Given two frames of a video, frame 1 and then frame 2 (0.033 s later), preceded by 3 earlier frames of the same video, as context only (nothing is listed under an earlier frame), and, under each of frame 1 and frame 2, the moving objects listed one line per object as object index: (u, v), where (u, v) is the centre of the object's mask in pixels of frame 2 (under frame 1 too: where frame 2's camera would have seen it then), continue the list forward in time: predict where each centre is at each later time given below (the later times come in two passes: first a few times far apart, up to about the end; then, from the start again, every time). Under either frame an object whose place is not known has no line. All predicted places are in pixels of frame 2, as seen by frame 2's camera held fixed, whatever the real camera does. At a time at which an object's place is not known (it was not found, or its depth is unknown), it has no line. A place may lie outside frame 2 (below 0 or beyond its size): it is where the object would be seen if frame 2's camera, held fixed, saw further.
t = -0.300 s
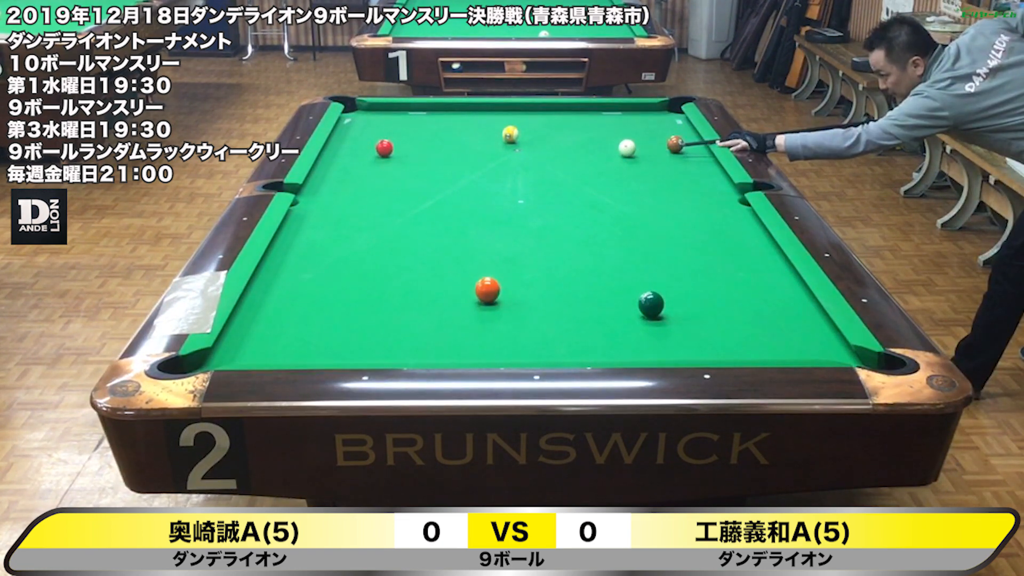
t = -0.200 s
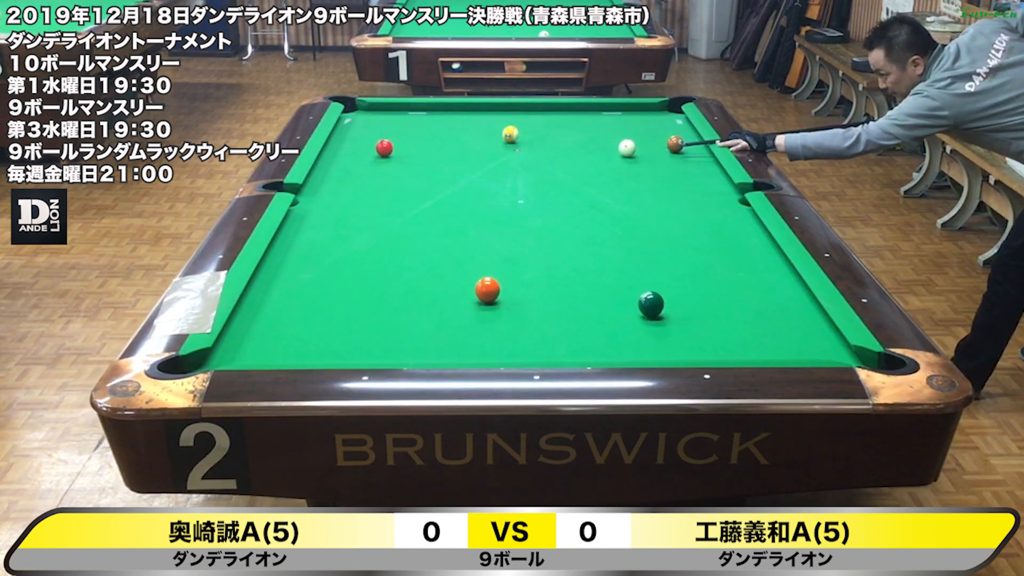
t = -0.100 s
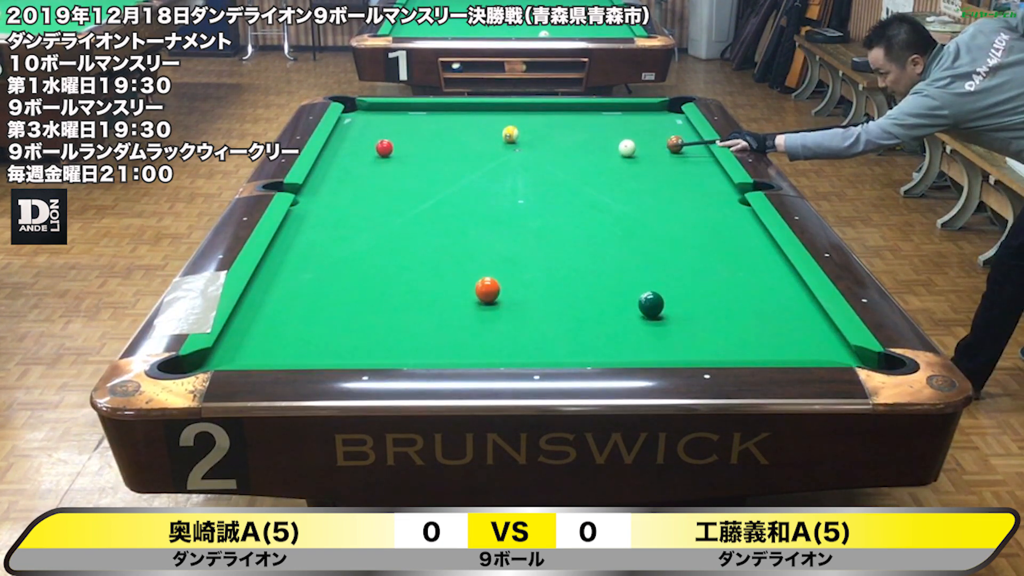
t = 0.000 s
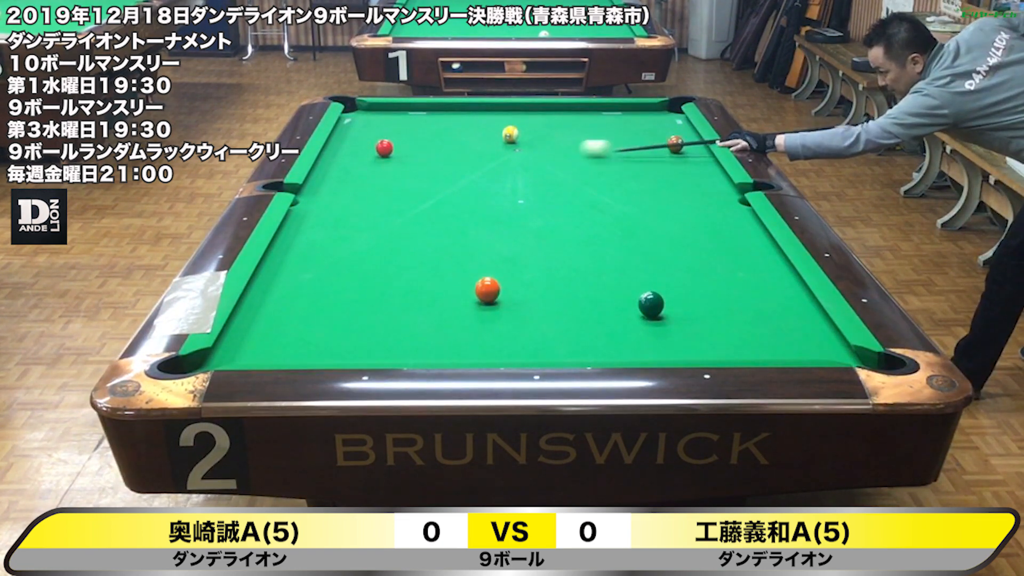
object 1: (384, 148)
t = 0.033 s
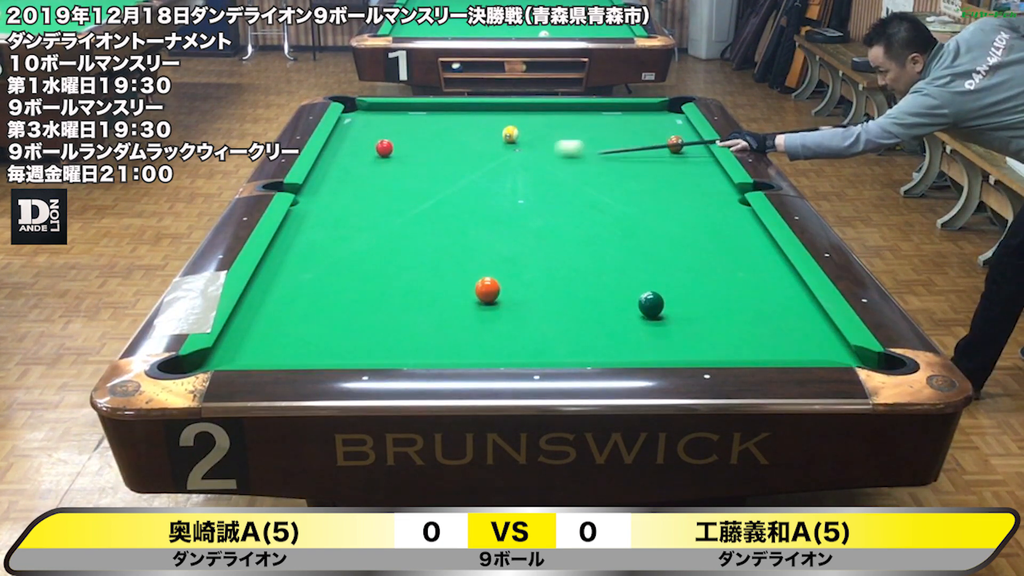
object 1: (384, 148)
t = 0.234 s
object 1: (384, 148)
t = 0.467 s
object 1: (341, 141)
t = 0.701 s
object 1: (384, 137)
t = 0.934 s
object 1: (423, 133)
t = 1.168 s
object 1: (461, 129)
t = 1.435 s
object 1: (500, 124)
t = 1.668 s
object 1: (533, 121)
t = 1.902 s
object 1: (565, 118)
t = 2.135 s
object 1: (594, 115)
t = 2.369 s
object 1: (621, 112)
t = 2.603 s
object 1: (647, 110)
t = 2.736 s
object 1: (661, 108)
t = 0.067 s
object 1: (384, 148)
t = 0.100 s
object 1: (384, 148)
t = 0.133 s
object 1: (384, 148)
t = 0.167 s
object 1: (384, 148)
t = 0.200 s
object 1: (384, 148)
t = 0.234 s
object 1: (384, 148)
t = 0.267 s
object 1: (384, 148)
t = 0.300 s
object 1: (379, 147)
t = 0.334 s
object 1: (367, 146)
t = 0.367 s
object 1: (355, 144)
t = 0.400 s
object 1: (343, 143)
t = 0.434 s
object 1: (335, 142)
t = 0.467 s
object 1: (341, 141)
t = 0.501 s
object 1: (348, 140)
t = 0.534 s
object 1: (354, 140)
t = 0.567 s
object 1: (360, 139)
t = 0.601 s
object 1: (366, 139)
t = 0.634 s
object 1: (372, 138)
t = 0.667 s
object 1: (378, 137)
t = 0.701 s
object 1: (384, 137)
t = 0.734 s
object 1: (390, 136)
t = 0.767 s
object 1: (395, 136)
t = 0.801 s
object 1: (401, 135)
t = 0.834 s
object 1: (407, 134)
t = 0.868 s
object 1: (412, 134)
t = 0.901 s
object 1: (418, 133)
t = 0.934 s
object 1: (423, 133)
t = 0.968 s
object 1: (429, 132)
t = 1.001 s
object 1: (434, 132)
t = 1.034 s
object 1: (440, 131)
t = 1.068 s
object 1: (445, 131)
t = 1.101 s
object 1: (450, 130)
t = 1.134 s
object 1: (455, 130)
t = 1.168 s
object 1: (461, 129)
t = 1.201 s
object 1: (466, 128)
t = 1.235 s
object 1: (471, 128)
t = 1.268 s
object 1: (476, 127)
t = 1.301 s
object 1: (481, 127)
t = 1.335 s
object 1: (486, 126)
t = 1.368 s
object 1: (491, 126)
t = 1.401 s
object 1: (495, 125)
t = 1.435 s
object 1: (500, 124)
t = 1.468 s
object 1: (504, 123)
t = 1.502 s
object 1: (510, 122)
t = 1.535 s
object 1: (515, 122)
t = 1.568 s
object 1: (520, 122)
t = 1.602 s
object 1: (524, 122)
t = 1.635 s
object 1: (529, 122)
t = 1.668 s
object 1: (533, 121)
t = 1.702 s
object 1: (538, 121)
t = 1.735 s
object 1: (542, 121)
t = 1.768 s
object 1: (547, 120)
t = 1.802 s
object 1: (551, 120)
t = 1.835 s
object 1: (556, 119)
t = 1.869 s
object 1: (560, 118)
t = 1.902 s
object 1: (565, 118)
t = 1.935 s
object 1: (569, 118)
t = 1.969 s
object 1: (573, 117)
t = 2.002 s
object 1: (577, 117)
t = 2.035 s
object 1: (581, 116)
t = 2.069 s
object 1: (585, 116)
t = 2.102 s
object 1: (590, 115)
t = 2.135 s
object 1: (594, 115)
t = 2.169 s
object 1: (598, 115)
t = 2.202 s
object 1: (602, 114)
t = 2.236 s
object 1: (606, 114)
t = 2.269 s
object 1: (610, 113)
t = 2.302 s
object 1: (614, 113)
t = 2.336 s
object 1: (618, 113)
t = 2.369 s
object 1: (621, 112)
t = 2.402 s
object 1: (625, 112)
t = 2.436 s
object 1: (629, 111)
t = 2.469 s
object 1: (633, 111)
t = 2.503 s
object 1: (636, 111)
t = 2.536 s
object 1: (640, 110)
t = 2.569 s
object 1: (644, 110)
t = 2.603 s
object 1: (647, 110)
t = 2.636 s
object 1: (651, 109)
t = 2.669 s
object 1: (655, 109)
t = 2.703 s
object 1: (658, 108)
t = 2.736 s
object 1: (661, 108)
